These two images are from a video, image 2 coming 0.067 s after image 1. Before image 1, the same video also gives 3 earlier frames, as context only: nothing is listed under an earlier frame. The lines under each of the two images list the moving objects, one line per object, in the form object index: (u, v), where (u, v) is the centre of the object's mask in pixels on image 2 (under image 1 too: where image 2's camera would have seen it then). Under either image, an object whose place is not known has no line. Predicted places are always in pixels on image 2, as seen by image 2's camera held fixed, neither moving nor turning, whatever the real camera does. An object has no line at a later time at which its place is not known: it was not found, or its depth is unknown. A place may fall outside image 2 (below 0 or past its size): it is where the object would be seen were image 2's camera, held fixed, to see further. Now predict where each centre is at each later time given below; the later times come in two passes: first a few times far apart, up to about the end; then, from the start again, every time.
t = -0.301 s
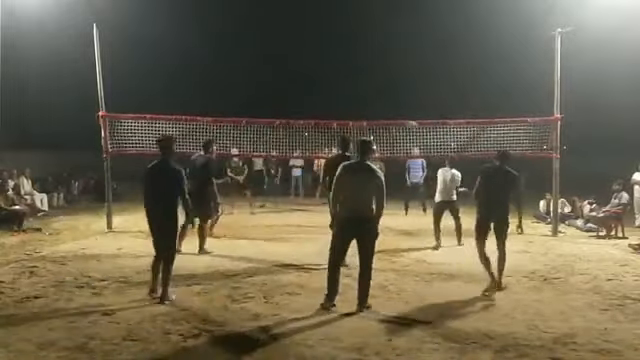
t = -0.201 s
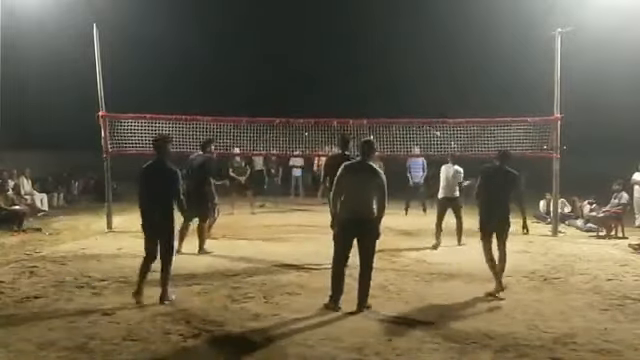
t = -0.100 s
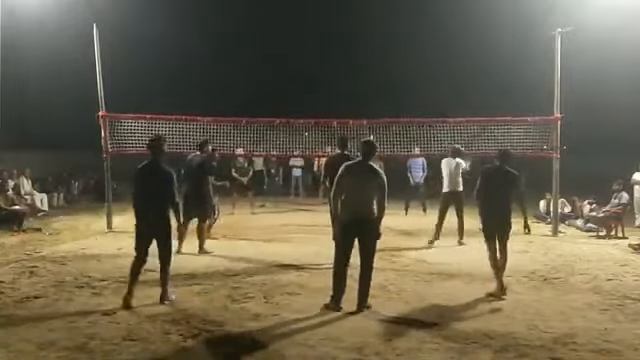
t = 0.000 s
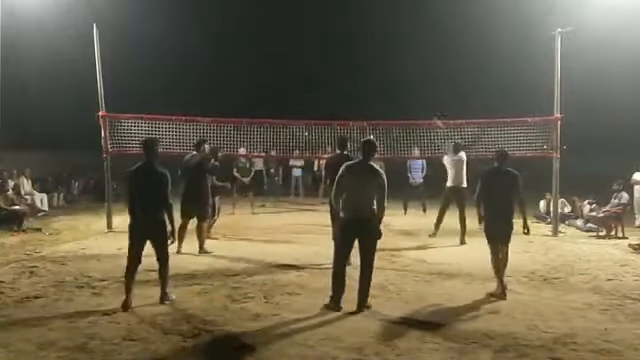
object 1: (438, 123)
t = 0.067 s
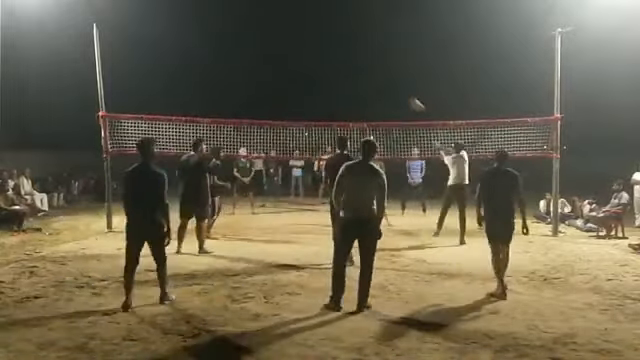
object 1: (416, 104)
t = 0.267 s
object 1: (362, 67)
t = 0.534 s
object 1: (302, 52)
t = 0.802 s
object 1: (253, 70)
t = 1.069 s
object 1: (212, 112)
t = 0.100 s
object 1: (407, 96)
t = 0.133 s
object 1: (397, 89)
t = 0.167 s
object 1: (389, 83)
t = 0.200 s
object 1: (379, 76)
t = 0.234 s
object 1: (371, 72)
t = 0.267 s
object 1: (362, 67)
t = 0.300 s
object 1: (355, 63)
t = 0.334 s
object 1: (347, 60)
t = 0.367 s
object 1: (338, 57)
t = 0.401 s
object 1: (331, 55)
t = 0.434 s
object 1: (324, 53)
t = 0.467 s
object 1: (316, 52)
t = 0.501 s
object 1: (309, 52)
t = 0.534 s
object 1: (302, 52)
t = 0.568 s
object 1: (295, 53)
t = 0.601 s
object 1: (289, 54)
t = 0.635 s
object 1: (282, 56)
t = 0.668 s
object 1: (276, 58)
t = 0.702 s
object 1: (270, 60)
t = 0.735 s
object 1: (263, 63)
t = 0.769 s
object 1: (259, 67)
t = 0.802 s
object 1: (253, 70)
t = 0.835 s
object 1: (247, 74)
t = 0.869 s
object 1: (242, 78)
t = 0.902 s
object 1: (236, 83)
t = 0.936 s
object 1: (231, 88)
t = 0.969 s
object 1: (226, 94)
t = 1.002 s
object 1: (221, 99)
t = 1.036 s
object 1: (217, 105)
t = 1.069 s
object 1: (212, 112)
